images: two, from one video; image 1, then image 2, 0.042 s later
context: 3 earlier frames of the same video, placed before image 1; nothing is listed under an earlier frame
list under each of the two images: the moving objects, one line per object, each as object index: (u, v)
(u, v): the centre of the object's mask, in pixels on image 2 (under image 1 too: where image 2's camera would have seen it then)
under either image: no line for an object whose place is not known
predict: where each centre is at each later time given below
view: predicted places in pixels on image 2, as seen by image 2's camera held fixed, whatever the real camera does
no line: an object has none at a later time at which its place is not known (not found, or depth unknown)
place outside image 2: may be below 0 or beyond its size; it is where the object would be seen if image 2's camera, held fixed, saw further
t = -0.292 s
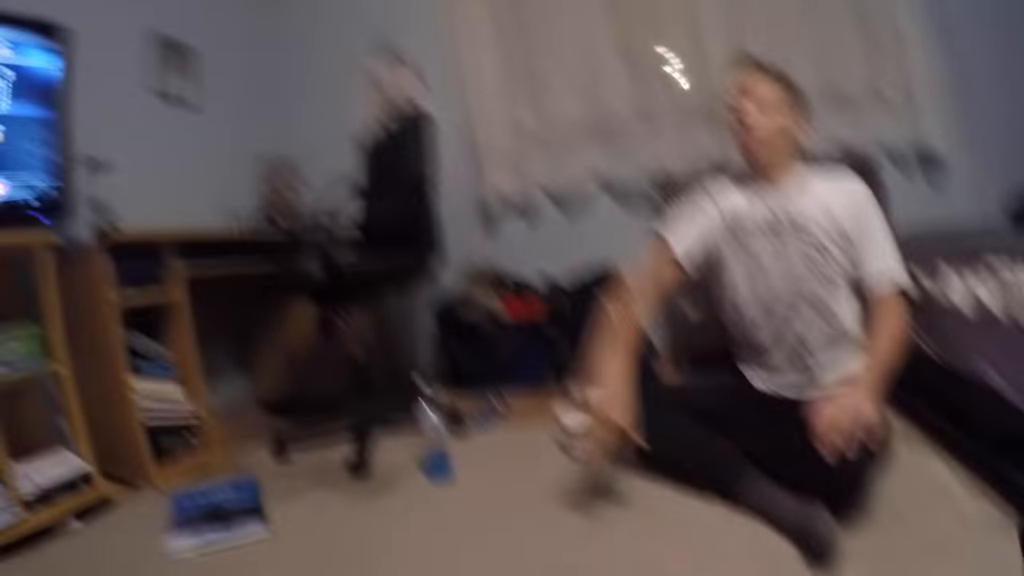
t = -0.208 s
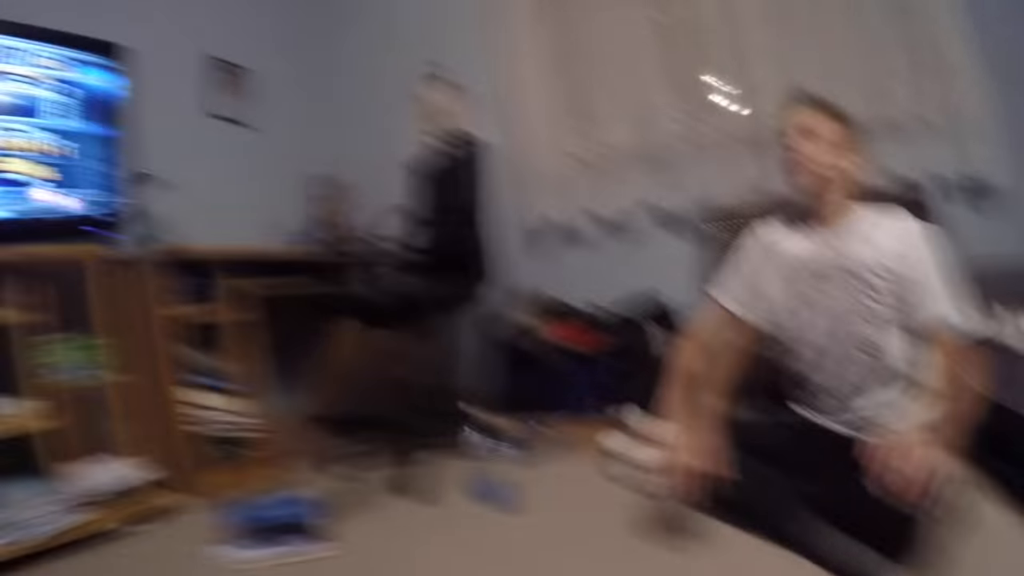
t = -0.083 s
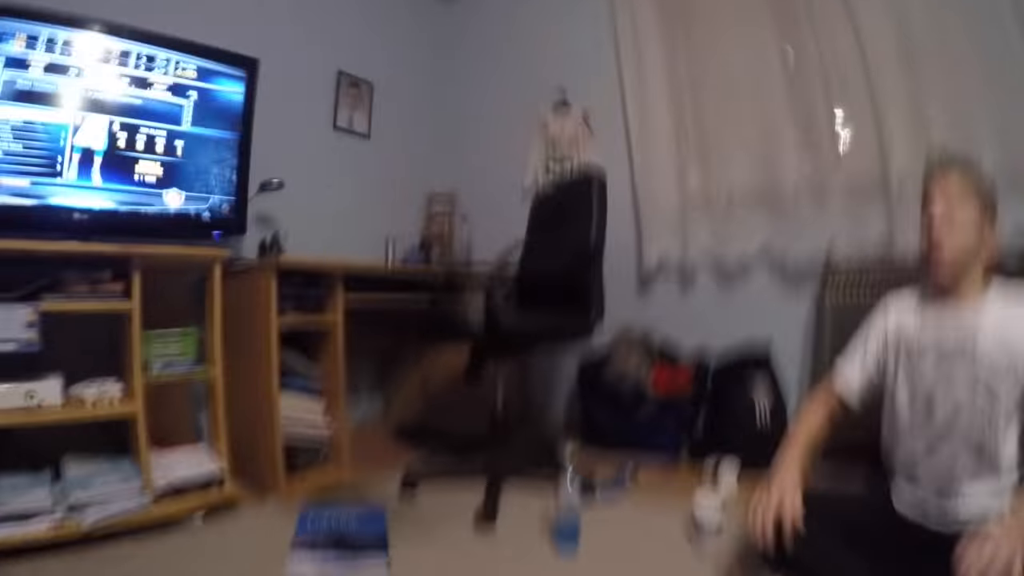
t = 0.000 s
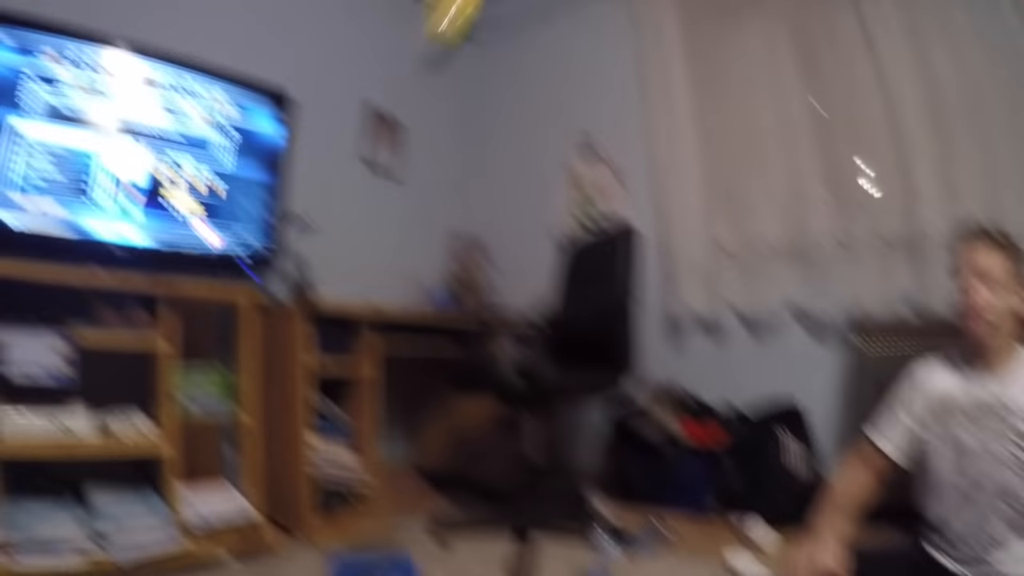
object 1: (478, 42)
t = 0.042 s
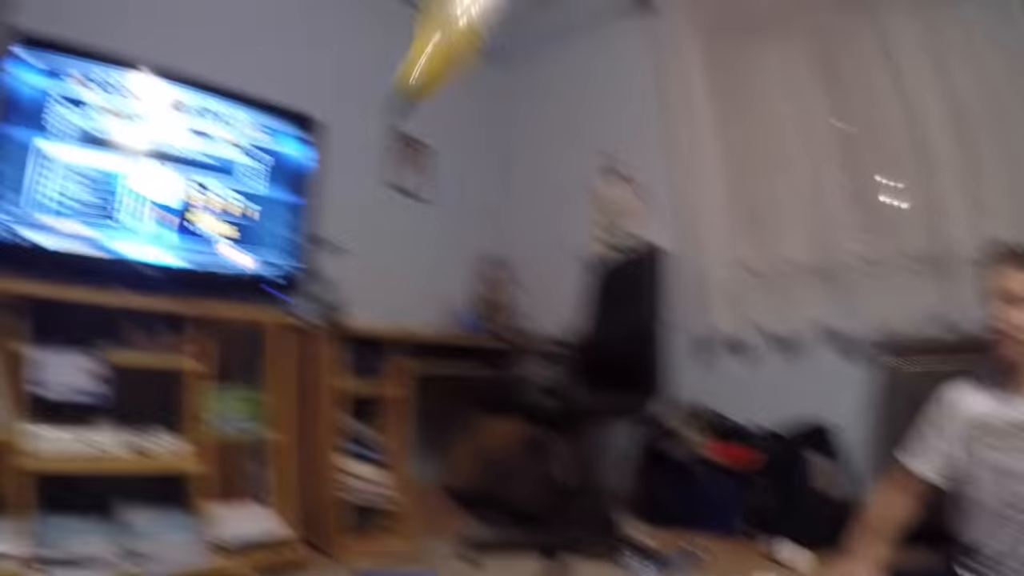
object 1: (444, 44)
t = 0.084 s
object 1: (450, 64)
